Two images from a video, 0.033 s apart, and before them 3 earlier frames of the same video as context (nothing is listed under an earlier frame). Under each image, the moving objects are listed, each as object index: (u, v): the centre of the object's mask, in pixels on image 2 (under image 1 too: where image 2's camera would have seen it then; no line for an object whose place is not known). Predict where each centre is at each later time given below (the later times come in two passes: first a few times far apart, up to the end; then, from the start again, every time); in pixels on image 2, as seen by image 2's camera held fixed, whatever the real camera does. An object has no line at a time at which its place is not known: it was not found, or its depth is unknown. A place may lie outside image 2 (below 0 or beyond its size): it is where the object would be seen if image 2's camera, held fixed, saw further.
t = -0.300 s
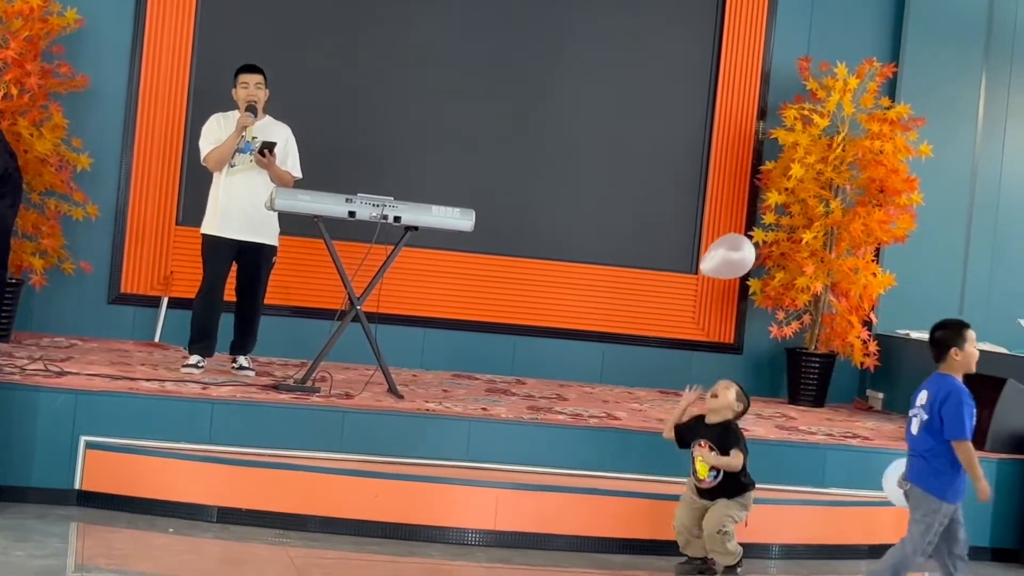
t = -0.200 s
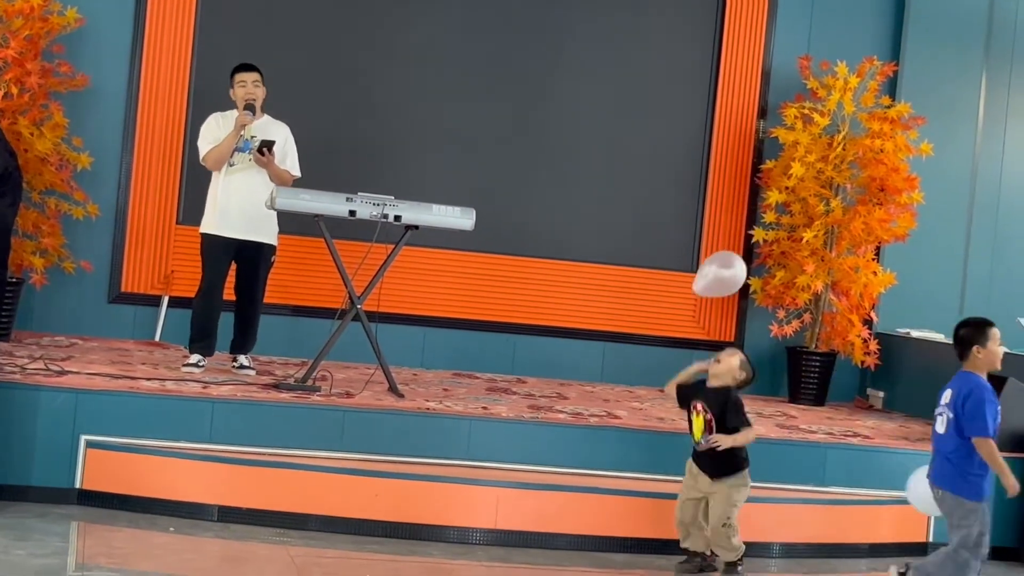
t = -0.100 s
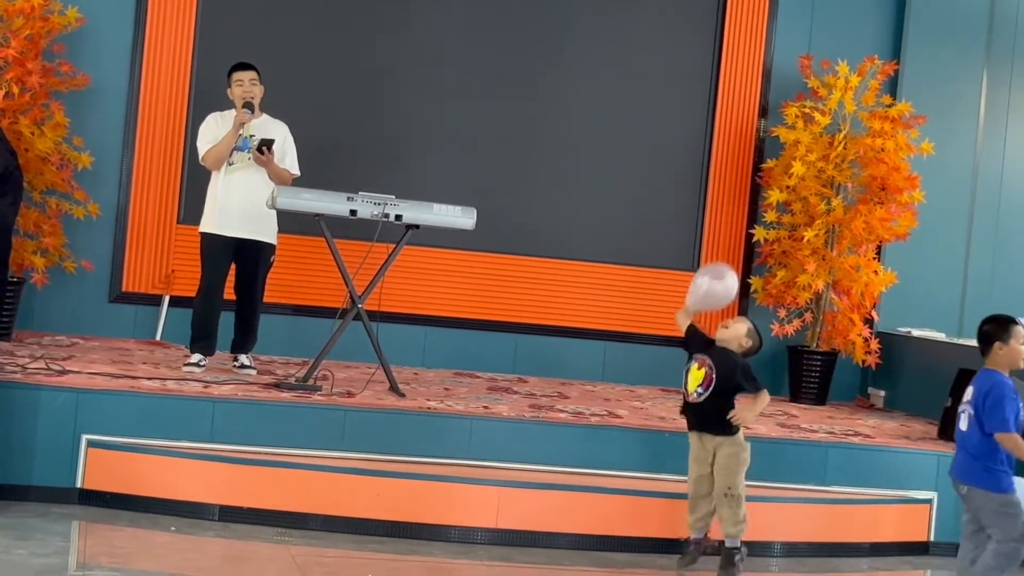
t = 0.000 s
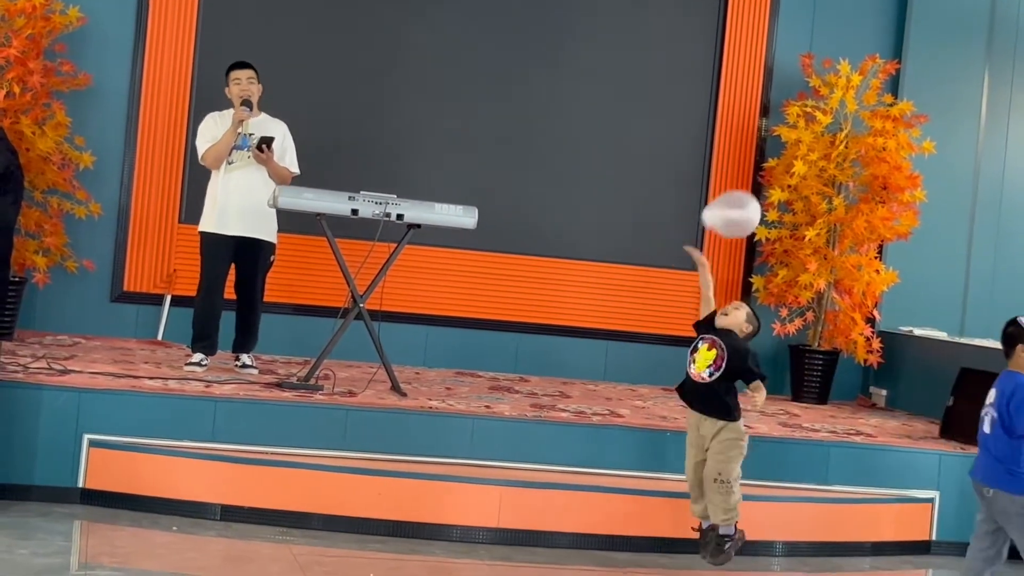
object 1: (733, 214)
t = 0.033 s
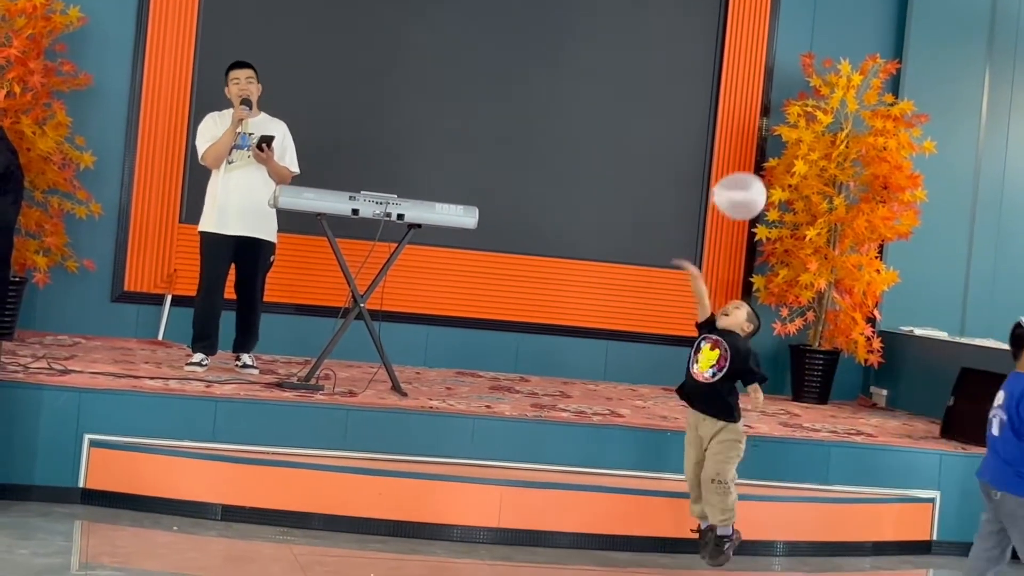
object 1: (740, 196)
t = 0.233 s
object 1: (763, 135)
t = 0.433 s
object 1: (760, 120)
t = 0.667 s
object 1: (754, 96)
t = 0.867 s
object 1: (752, 77)
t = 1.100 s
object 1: (749, 73)
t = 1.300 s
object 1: (745, 89)
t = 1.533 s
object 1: (738, 128)
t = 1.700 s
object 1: (732, 165)
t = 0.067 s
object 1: (745, 180)
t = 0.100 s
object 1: (749, 167)
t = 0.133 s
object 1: (754, 156)
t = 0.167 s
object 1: (757, 147)
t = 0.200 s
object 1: (760, 140)
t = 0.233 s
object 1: (763, 135)
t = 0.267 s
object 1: (764, 132)
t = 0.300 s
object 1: (765, 130)
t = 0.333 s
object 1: (764, 127)
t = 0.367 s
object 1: (763, 126)
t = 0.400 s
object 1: (762, 123)
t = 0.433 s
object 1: (760, 120)
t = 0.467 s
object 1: (759, 117)
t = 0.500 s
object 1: (758, 114)
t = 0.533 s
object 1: (757, 111)
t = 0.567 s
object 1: (756, 107)
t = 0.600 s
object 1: (755, 104)
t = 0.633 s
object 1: (755, 100)
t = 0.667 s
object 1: (754, 96)
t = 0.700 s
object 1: (754, 93)
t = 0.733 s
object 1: (753, 89)
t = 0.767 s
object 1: (753, 86)
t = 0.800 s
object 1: (753, 83)
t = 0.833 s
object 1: (752, 80)
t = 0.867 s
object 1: (752, 77)
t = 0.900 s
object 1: (751, 75)
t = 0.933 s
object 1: (751, 73)
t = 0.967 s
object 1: (750, 72)
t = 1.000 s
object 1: (750, 72)
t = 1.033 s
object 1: (749, 72)
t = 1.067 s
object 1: (749, 72)
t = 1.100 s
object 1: (749, 73)
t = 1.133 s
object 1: (748, 75)
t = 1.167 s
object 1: (748, 76)
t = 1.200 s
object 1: (747, 79)
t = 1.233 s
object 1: (746, 82)
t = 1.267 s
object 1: (746, 85)
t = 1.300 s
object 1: (745, 89)
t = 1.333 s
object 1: (744, 93)
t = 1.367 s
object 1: (743, 98)
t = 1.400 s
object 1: (742, 103)
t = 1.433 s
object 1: (741, 108)
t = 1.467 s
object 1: (740, 114)
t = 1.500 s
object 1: (739, 121)
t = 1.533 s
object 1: (738, 128)
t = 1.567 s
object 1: (737, 134)
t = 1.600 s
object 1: (735, 142)
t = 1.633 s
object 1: (734, 149)
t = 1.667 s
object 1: (733, 157)
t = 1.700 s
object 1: (732, 165)
